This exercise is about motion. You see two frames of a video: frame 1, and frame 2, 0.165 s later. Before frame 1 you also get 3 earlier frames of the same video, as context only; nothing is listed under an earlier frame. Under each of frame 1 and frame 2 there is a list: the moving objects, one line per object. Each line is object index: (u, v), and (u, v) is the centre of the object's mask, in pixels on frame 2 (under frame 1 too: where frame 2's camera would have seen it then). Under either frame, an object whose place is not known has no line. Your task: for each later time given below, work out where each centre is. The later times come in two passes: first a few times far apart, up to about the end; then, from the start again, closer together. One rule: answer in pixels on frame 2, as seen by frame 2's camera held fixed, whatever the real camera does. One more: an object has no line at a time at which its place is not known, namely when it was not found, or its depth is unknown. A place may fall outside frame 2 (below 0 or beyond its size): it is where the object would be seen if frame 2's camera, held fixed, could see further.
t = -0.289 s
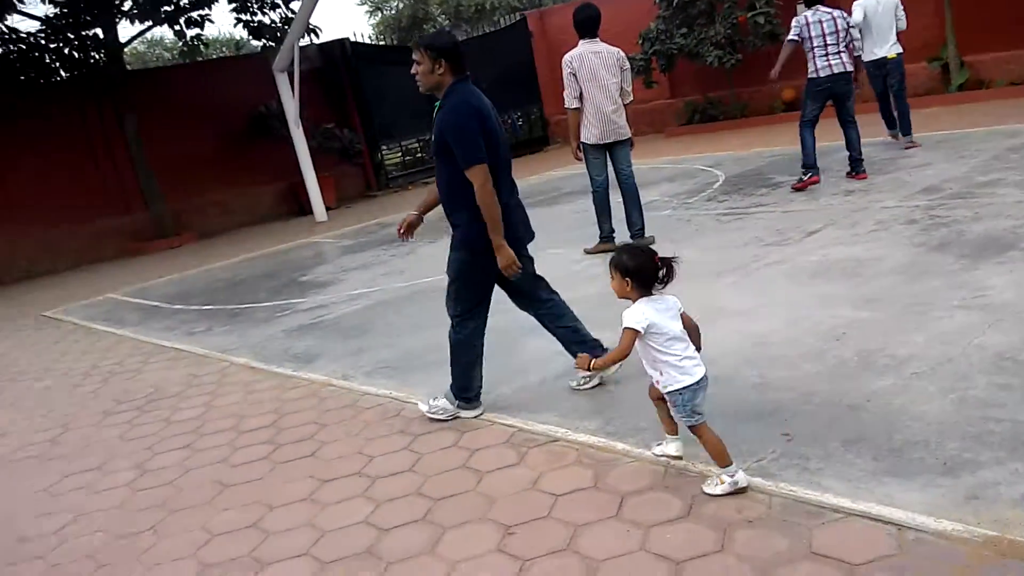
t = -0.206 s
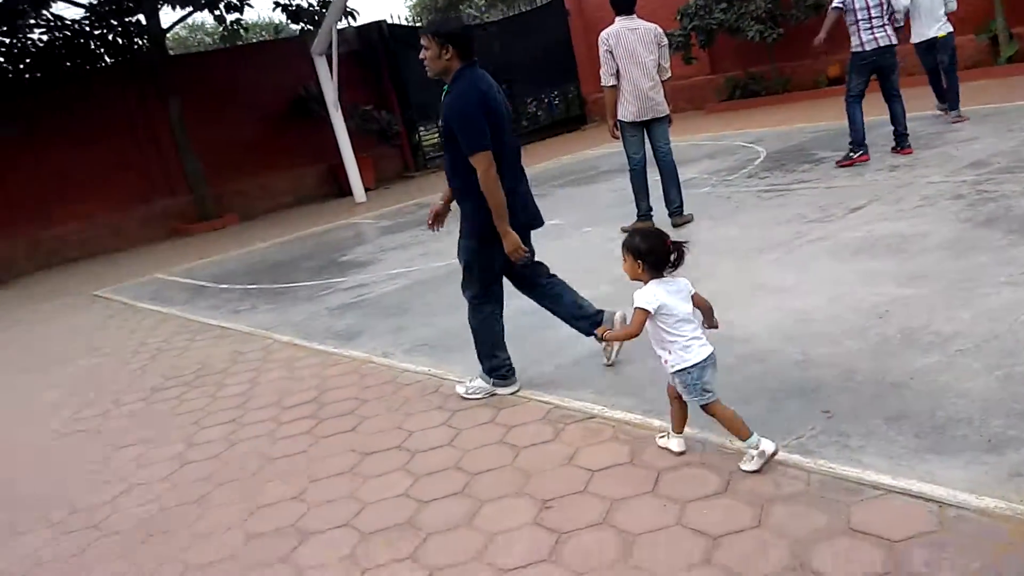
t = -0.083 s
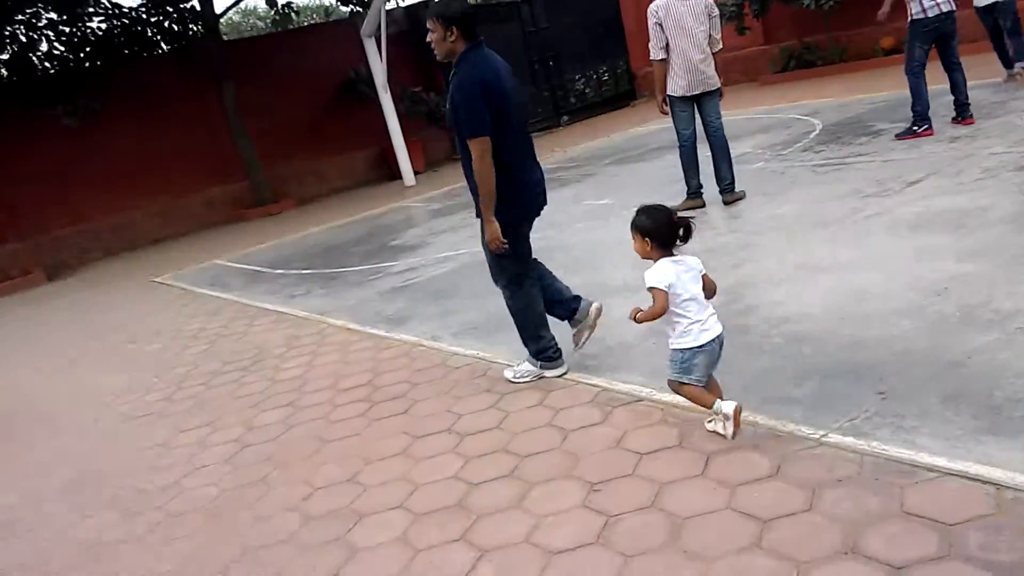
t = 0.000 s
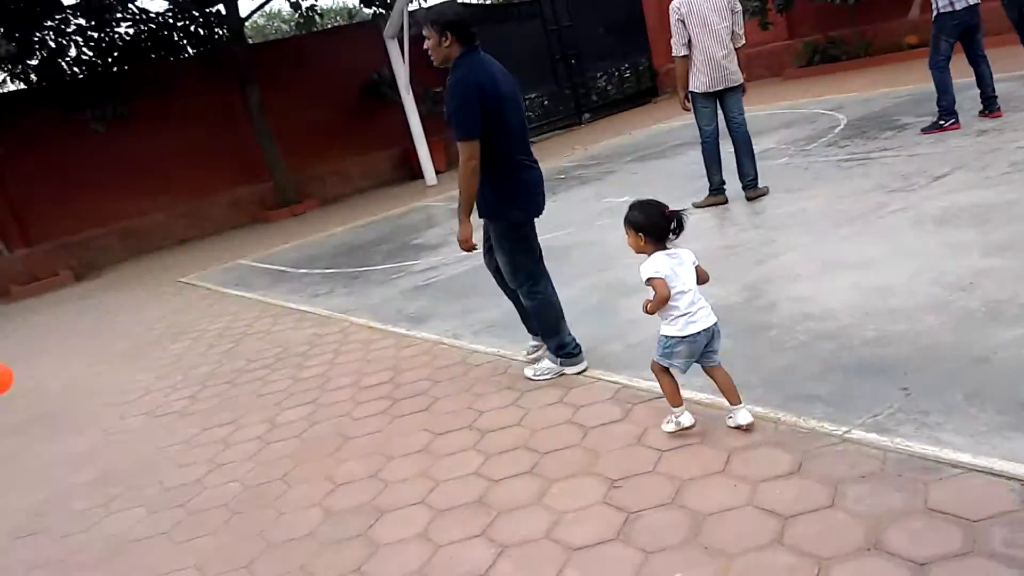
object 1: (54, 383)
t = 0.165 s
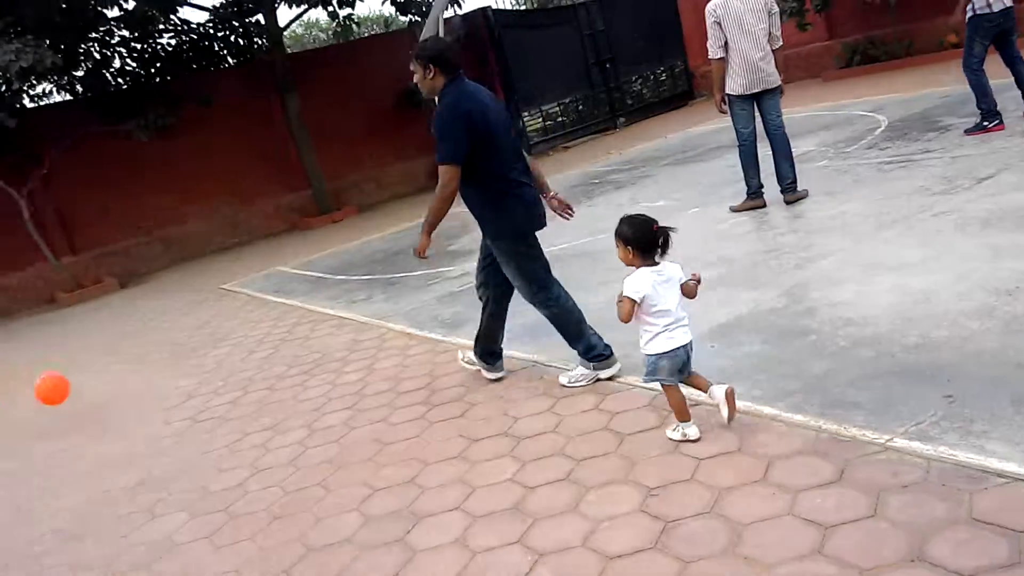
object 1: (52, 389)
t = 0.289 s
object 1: (68, 406)
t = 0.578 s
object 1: (70, 366)
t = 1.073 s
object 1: (104, 353)
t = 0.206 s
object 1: (58, 398)
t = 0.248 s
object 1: (65, 409)
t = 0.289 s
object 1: (68, 406)
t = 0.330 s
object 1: (66, 393)
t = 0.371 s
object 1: (65, 382)
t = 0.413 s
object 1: (64, 374)
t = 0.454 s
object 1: (65, 369)
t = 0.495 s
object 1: (66, 365)
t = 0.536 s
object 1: (68, 365)
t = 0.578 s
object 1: (70, 366)
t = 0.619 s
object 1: (74, 369)
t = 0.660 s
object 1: (80, 374)
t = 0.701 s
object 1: (87, 382)
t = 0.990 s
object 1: (98, 349)
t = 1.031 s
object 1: (101, 351)
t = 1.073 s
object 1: (104, 353)
